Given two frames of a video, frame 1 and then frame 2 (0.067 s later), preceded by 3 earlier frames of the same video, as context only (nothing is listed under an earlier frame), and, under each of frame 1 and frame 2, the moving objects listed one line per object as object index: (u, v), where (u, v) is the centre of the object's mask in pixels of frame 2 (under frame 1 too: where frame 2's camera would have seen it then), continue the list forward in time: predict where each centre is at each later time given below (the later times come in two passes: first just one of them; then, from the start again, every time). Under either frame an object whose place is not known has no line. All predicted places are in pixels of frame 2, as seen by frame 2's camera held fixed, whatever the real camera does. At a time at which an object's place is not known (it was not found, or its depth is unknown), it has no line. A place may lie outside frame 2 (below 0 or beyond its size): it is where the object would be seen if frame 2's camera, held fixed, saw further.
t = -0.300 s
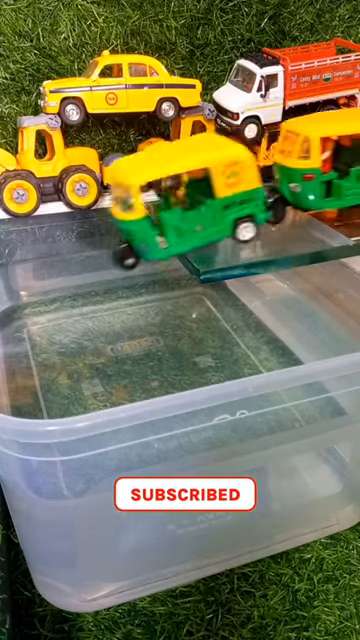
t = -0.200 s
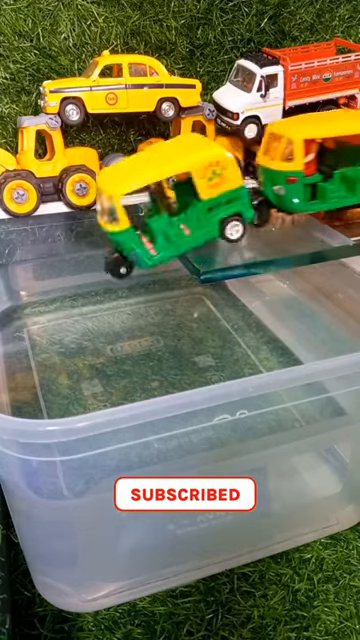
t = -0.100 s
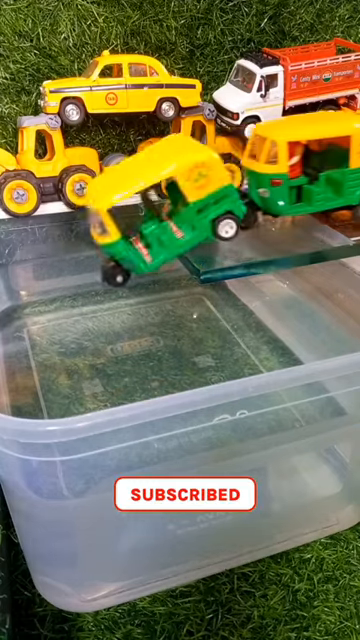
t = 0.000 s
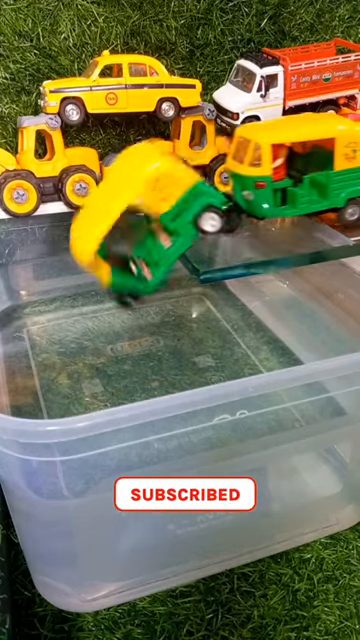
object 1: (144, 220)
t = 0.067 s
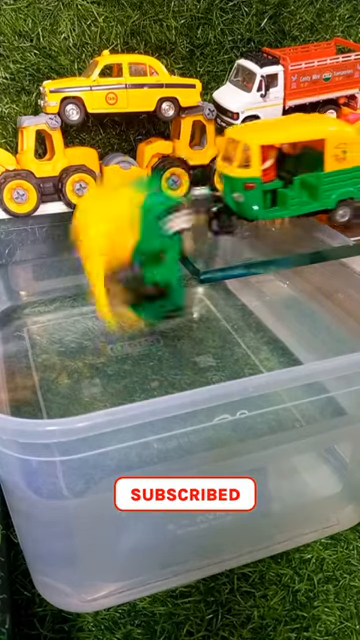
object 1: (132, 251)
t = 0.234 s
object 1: (135, 321)
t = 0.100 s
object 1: (126, 276)
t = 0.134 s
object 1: (127, 298)
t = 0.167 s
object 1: (135, 315)
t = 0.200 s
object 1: (134, 321)
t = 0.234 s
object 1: (135, 321)
